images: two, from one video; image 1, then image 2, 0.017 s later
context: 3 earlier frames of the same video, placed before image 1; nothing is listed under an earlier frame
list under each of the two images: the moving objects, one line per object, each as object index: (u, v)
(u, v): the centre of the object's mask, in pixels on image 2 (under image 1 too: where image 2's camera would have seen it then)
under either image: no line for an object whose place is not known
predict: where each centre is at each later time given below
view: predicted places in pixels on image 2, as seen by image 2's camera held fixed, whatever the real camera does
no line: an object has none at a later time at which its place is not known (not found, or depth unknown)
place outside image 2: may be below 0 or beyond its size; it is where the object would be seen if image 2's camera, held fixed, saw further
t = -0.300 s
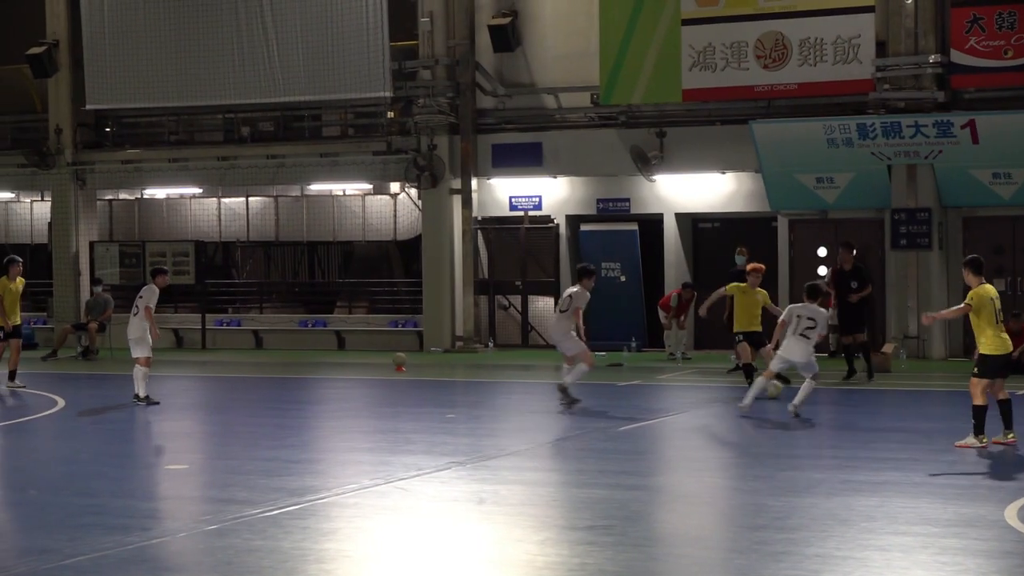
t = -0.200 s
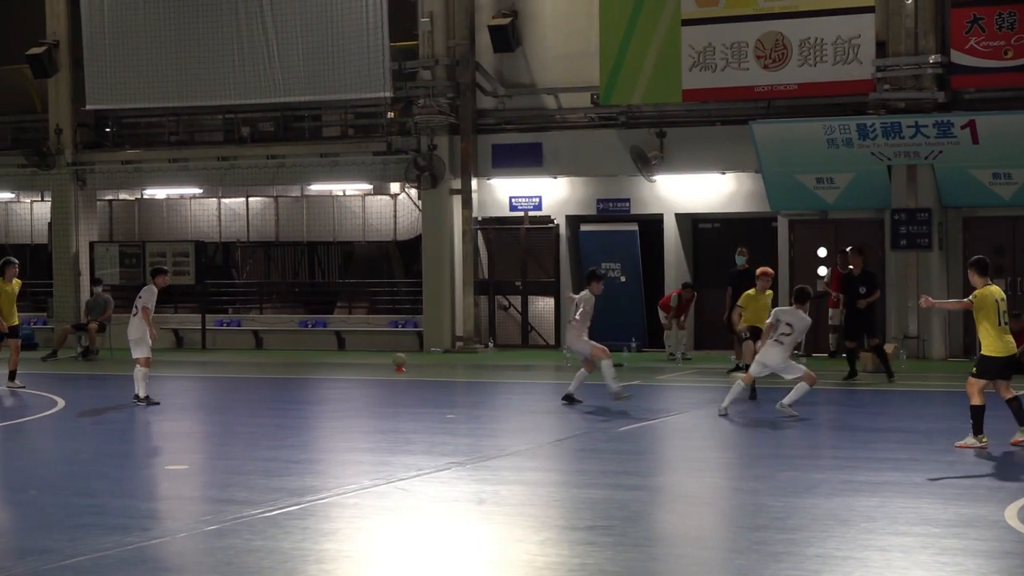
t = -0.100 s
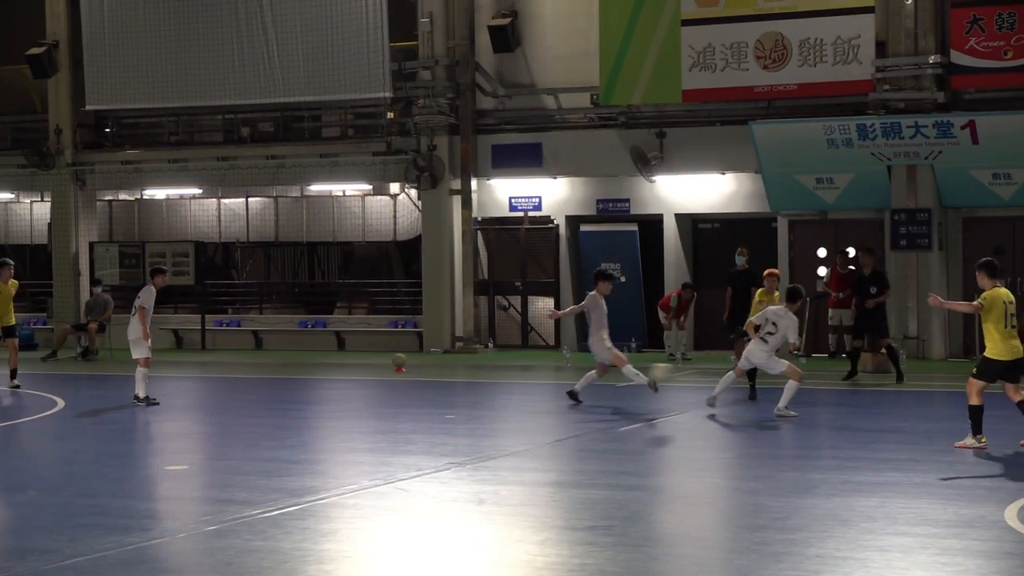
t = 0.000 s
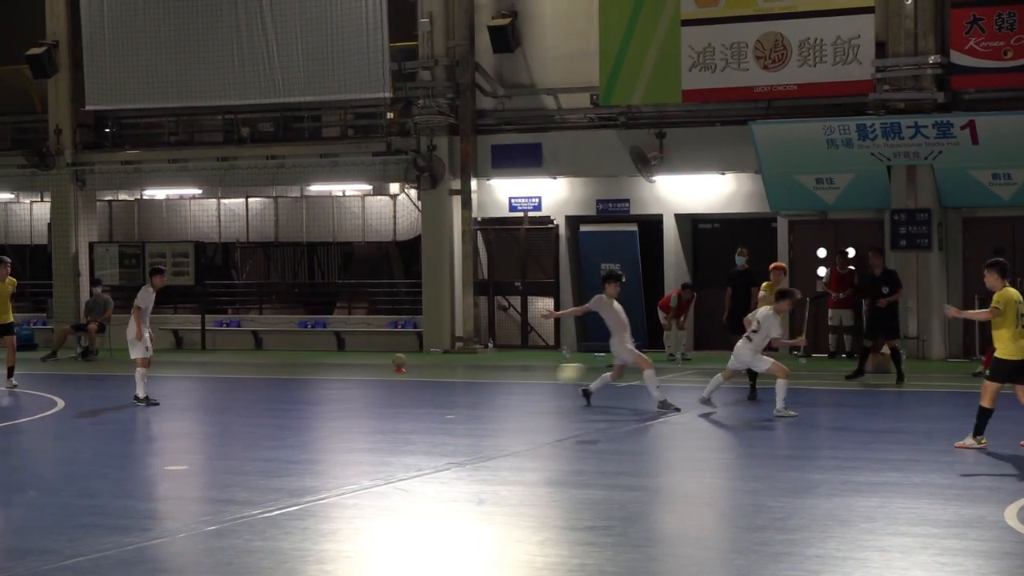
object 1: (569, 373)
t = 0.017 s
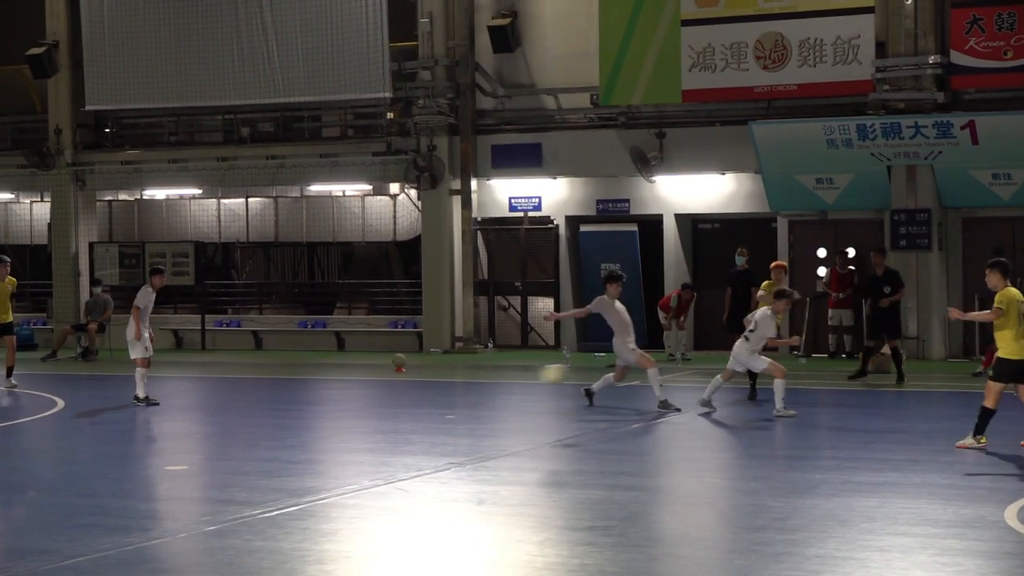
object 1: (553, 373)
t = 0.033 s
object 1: (536, 375)
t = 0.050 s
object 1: (519, 377)
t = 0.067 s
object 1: (501, 380)
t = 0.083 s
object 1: (483, 382)
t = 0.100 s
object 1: (464, 385)
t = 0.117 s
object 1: (444, 389)
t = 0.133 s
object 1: (424, 393)
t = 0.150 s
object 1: (405, 397)
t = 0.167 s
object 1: (386, 402)
